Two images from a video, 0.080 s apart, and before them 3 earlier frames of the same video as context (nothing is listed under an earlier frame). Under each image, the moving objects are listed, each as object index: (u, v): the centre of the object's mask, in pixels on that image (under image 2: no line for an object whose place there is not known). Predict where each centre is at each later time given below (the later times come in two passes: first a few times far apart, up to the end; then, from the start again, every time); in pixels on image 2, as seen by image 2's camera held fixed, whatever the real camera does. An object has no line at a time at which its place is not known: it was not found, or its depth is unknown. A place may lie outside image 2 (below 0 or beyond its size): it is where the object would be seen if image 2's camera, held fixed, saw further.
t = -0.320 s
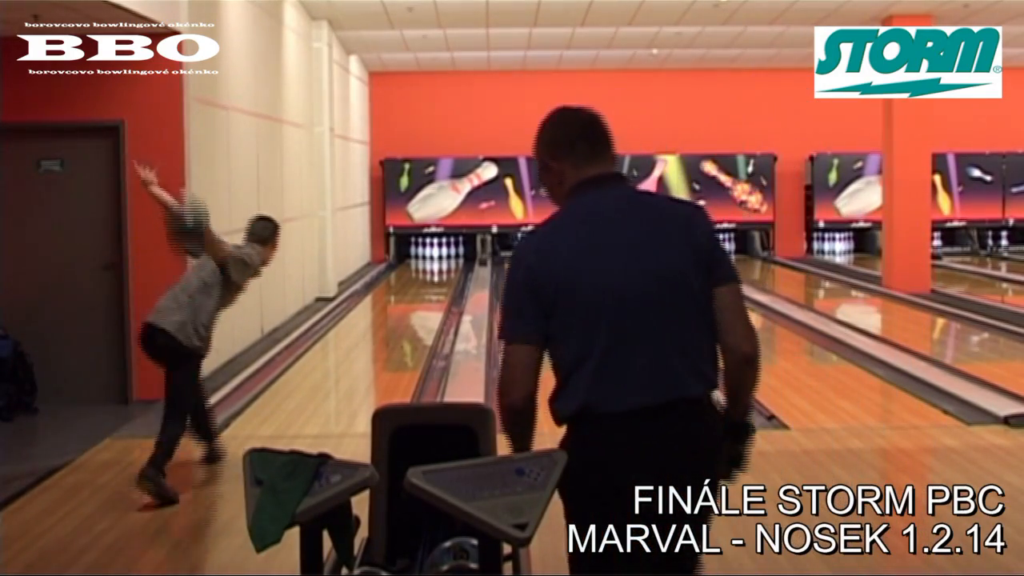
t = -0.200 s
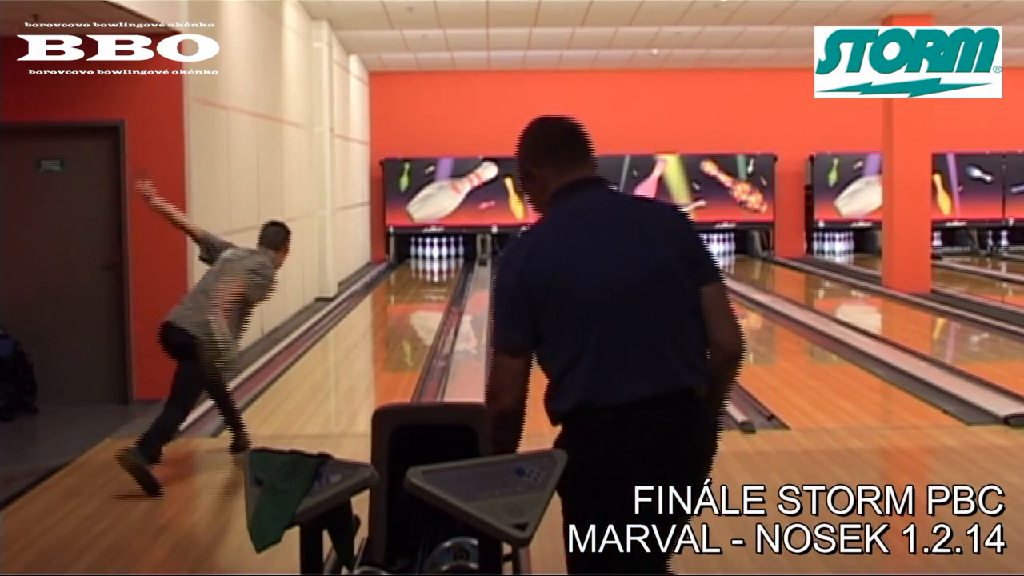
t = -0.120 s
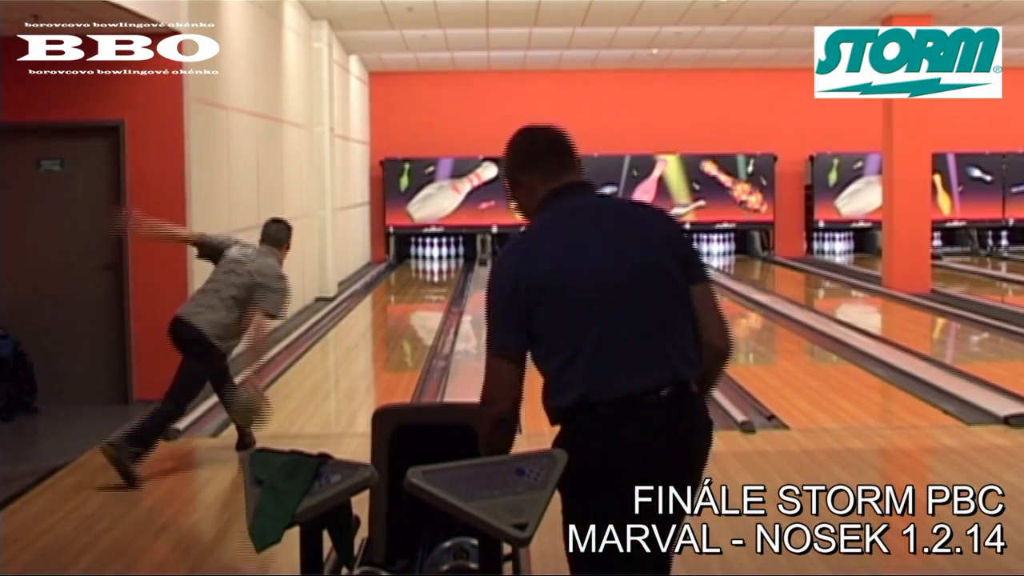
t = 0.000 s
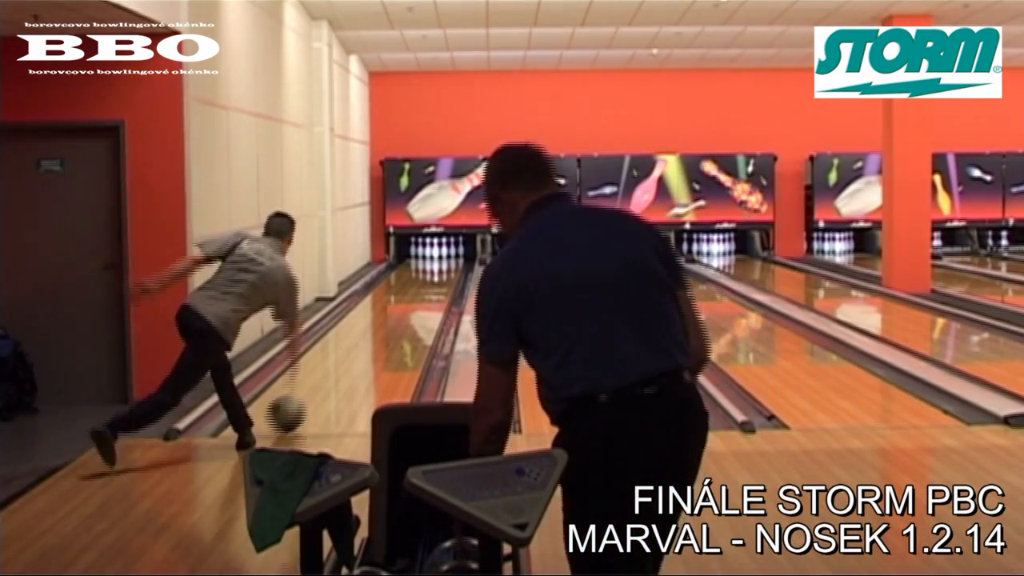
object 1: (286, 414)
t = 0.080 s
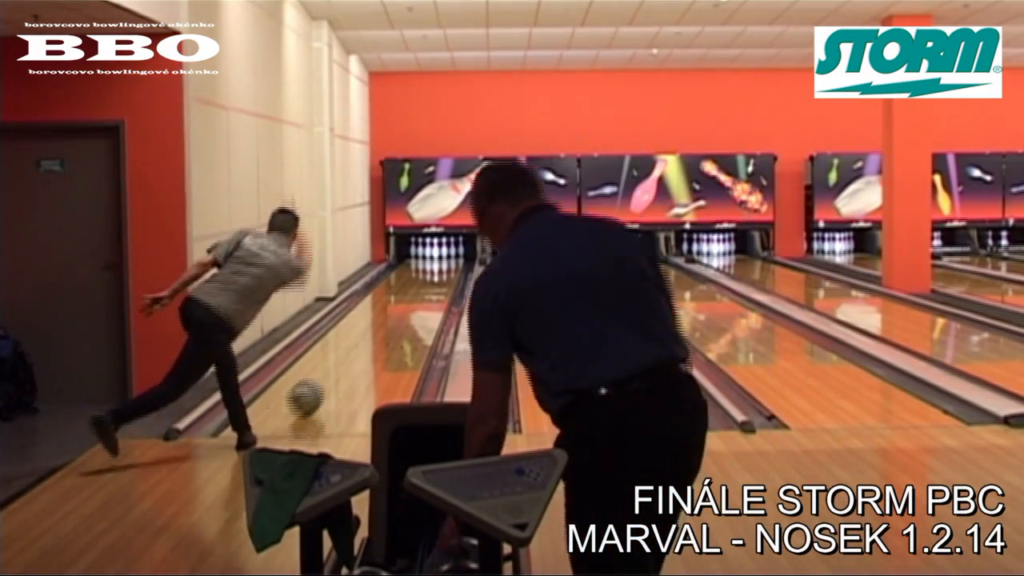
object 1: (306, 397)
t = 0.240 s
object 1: (337, 369)
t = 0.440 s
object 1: (364, 345)
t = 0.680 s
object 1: (390, 322)
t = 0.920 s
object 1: (408, 304)
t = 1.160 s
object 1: (423, 291)
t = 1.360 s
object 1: (431, 281)
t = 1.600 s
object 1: (439, 274)
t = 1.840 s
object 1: (443, 267)
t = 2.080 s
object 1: (445, 260)
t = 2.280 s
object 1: (443, 256)
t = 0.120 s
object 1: (314, 390)
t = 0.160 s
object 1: (322, 383)
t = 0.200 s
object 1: (330, 376)
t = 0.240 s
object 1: (337, 369)
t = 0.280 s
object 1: (343, 364)
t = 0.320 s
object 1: (348, 359)
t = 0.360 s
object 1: (355, 354)
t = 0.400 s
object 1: (360, 349)
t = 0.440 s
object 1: (364, 345)
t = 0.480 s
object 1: (369, 340)
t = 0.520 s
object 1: (374, 336)
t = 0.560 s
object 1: (378, 332)
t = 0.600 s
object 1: (381, 330)
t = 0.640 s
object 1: (387, 326)
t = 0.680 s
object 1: (390, 322)
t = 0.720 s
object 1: (394, 318)
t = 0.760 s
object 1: (397, 316)
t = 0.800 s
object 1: (400, 313)
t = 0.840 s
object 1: (404, 309)
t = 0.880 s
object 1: (406, 307)
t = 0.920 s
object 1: (408, 304)
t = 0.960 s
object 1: (412, 302)
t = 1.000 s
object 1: (414, 300)
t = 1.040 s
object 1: (416, 297)
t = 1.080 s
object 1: (418, 295)
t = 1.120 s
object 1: (420, 294)
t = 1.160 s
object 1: (423, 291)
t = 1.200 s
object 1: (424, 288)
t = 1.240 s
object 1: (426, 287)
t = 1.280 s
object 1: (428, 286)
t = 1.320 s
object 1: (431, 283)
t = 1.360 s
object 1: (431, 281)
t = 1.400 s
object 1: (432, 280)
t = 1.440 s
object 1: (433, 278)
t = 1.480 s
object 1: (434, 276)
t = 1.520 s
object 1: (437, 275)
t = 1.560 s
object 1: (437, 274)
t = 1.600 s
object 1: (439, 274)
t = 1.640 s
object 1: (438, 273)
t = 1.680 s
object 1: (440, 272)
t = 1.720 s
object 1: (442, 270)
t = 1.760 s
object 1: (443, 269)
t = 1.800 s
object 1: (443, 268)
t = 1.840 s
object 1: (443, 267)
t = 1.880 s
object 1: (444, 264)
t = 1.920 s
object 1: (445, 264)
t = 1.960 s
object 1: (446, 263)
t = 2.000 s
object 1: (445, 262)
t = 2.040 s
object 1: (445, 261)
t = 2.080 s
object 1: (445, 260)
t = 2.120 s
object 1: (445, 260)
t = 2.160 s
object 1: (445, 258)
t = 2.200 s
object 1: (445, 257)
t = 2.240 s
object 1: (444, 256)
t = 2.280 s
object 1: (443, 256)
